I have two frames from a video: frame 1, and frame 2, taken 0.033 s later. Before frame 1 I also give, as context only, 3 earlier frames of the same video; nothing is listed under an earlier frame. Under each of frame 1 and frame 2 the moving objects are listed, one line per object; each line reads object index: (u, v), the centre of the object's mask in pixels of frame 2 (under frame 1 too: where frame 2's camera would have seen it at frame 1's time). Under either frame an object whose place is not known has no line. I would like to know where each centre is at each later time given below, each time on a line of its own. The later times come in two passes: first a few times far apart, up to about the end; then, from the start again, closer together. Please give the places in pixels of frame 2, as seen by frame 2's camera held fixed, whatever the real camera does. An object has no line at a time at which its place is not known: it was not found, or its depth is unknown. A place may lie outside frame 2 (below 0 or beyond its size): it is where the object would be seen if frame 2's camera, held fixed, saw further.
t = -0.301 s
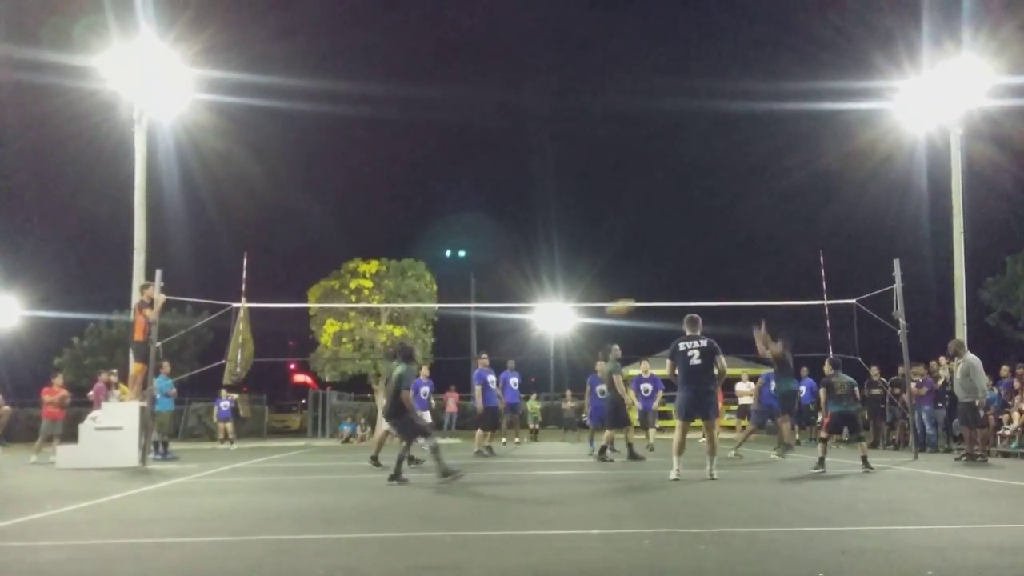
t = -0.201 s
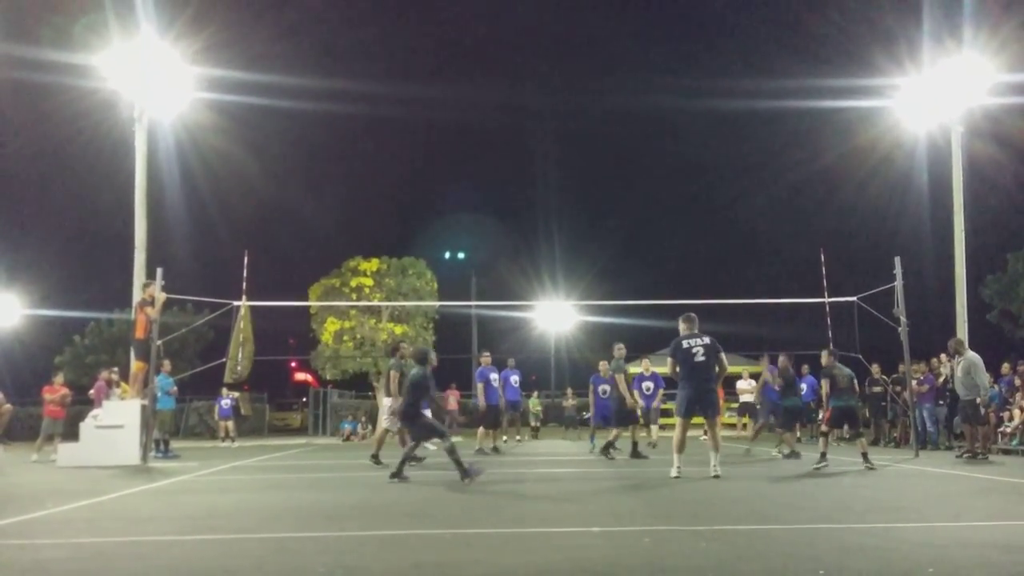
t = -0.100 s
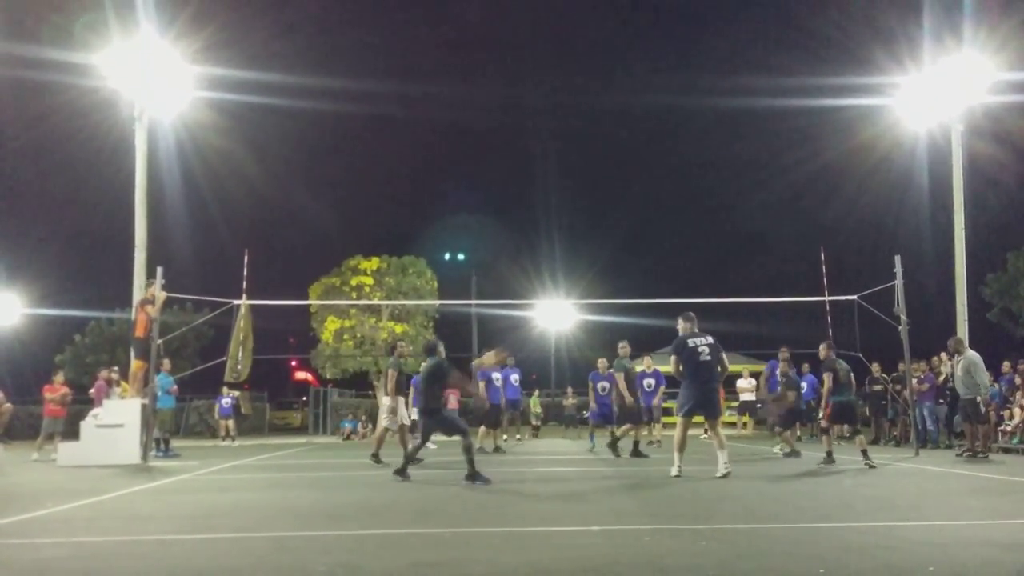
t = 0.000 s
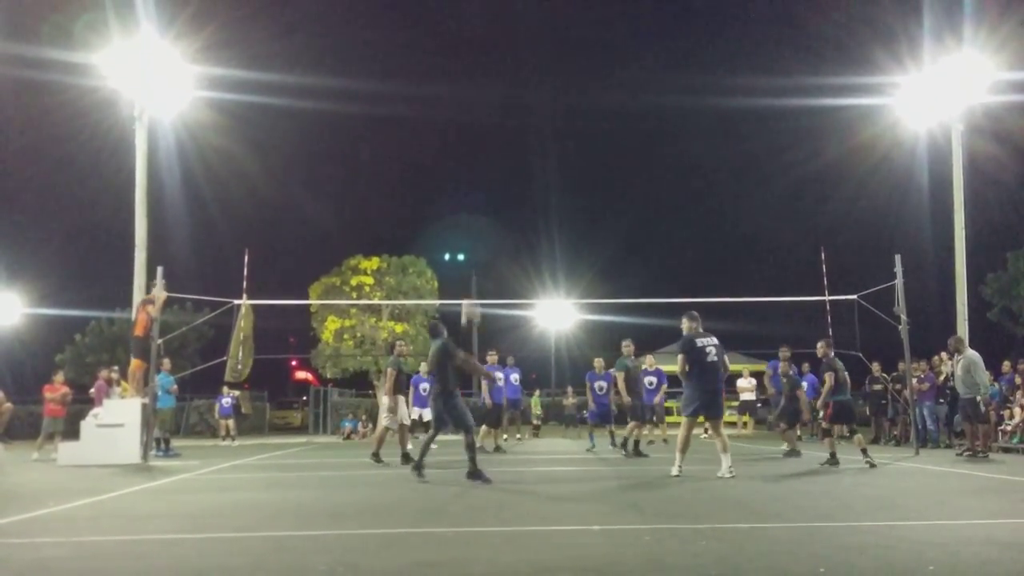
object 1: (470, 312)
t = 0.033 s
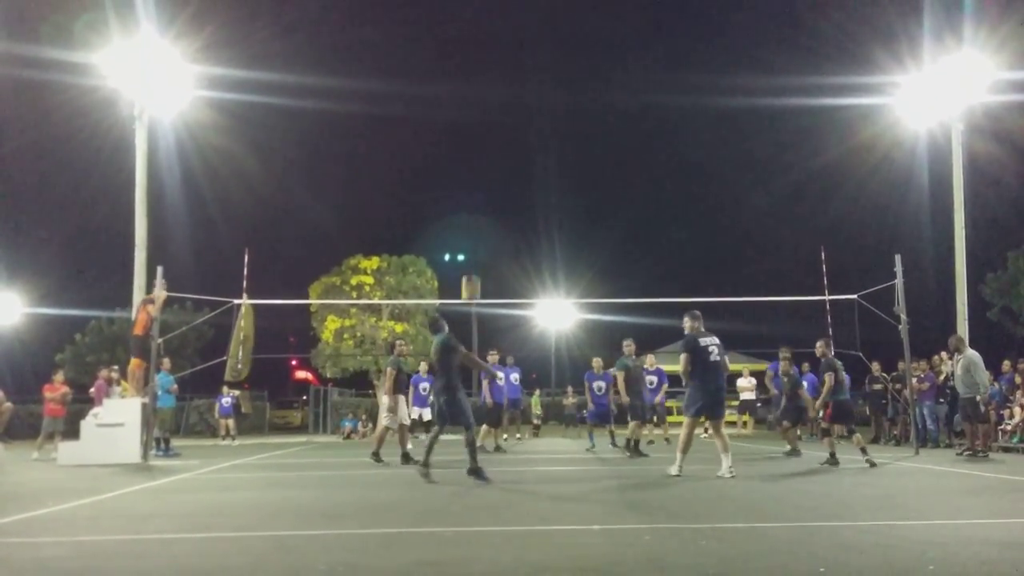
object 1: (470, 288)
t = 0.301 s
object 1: (469, 152)
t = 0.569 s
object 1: (465, 86)
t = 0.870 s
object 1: (461, 78)
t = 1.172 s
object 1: (457, 128)
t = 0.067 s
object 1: (470, 268)
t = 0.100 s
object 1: (471, 248)
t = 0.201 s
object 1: (470, 195)
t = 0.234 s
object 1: (470, 180)
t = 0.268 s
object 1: (470, 165)
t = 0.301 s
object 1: (469, 152)
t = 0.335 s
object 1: (469, 140)
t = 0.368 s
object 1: (468, 130)
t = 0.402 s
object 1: (468, 120)
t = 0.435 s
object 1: (468, 111)
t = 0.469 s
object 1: (467, 103)
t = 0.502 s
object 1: (467, 97)
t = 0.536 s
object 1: (466, 91)
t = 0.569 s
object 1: (465, 86)
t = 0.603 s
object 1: (465, 82)
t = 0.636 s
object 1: (465, 79)
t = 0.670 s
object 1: (464, 76)
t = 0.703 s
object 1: (464, 75)
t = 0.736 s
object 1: (463, 73)
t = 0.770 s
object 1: (463, 73)
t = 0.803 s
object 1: (462, 74)
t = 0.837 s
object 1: (462, 76)
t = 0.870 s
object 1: (461, 78)
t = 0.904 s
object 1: (461, 81)
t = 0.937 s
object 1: (460, 84)
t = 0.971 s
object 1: (460, 89)
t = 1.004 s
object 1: (459, 93)
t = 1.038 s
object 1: (459, 98)
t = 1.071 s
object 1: (459, 105)
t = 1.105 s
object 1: (458, 112)
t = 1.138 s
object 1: (458, 119)
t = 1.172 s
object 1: (457, 128)
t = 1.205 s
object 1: (457, 136)
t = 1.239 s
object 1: (457, 146)
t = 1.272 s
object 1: (457, 156)
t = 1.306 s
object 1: (457, 166)
